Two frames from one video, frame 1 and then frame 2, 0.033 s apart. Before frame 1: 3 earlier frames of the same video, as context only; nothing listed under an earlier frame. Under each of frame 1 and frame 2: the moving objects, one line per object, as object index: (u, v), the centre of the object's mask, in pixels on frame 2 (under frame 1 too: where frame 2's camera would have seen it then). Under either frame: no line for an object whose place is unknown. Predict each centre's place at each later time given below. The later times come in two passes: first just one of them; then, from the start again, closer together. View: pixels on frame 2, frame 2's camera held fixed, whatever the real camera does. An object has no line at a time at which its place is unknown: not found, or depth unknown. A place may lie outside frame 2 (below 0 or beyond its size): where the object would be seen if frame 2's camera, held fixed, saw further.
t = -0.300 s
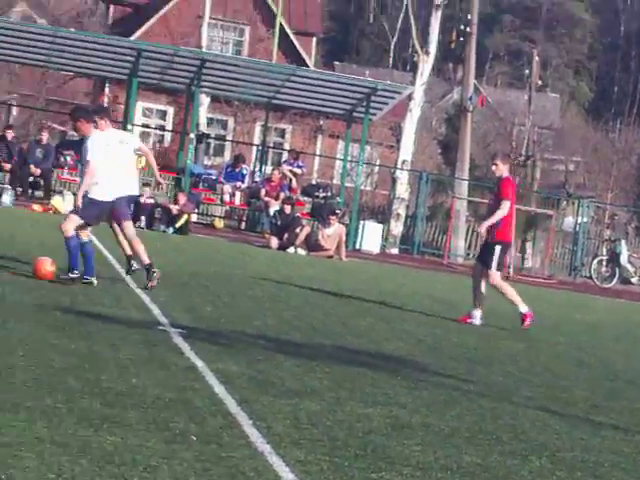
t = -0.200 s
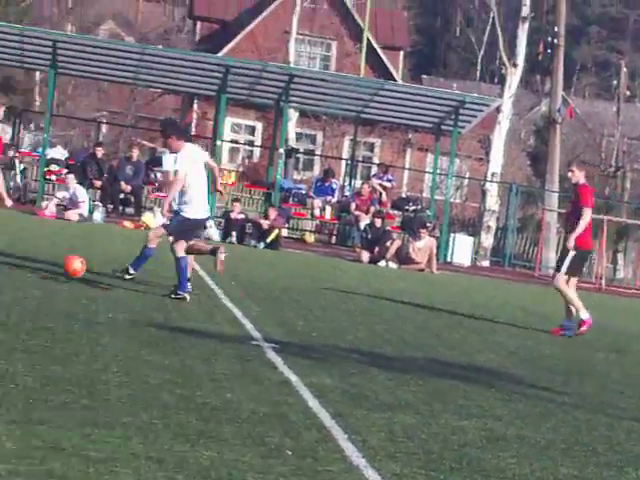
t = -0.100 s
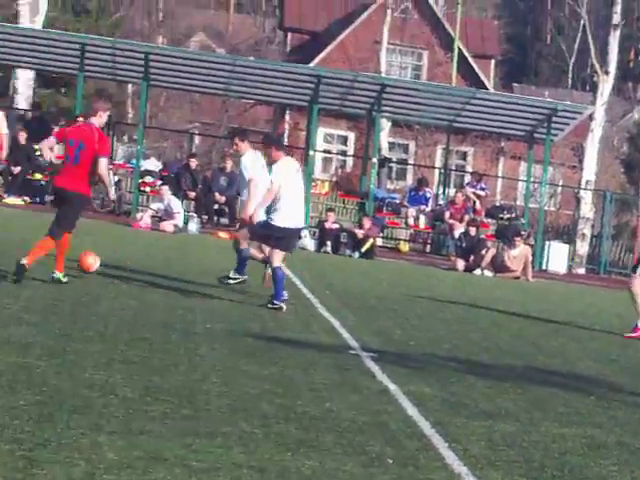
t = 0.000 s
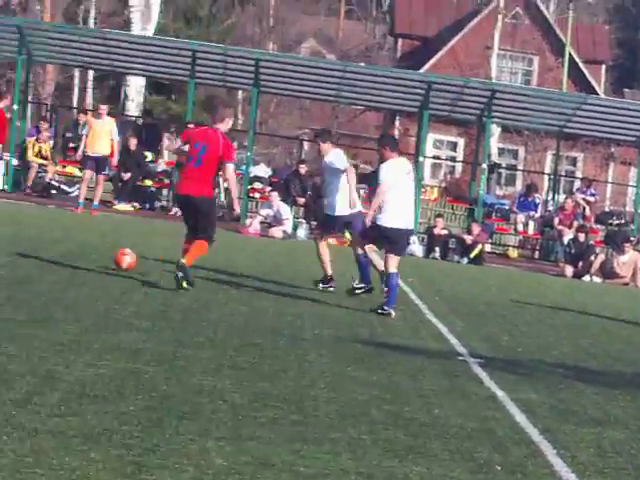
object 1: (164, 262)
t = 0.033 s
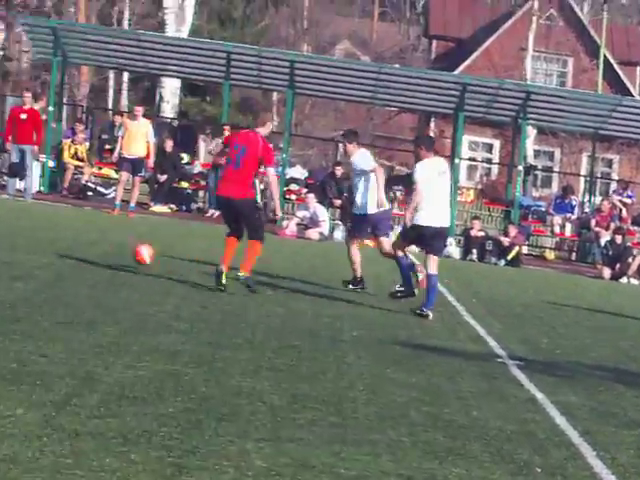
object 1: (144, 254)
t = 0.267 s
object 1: (22, 238)
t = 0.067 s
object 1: (124, 250)
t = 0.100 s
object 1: (110, 246)
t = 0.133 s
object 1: (92, 243)
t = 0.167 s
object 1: (74, 241)
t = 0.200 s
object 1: (55, 240)
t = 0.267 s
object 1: (22, 238)
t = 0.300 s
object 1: (9, 233)
